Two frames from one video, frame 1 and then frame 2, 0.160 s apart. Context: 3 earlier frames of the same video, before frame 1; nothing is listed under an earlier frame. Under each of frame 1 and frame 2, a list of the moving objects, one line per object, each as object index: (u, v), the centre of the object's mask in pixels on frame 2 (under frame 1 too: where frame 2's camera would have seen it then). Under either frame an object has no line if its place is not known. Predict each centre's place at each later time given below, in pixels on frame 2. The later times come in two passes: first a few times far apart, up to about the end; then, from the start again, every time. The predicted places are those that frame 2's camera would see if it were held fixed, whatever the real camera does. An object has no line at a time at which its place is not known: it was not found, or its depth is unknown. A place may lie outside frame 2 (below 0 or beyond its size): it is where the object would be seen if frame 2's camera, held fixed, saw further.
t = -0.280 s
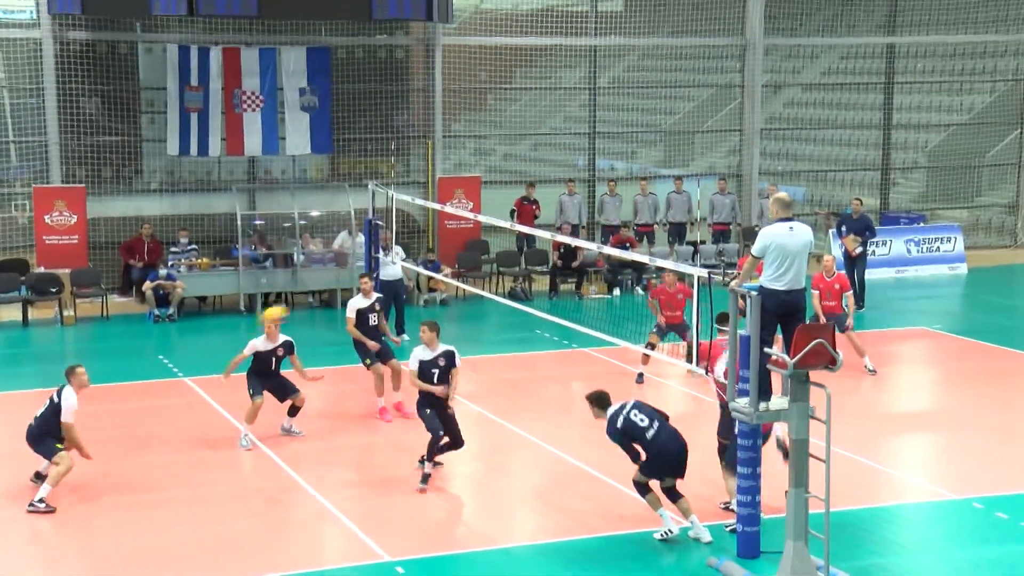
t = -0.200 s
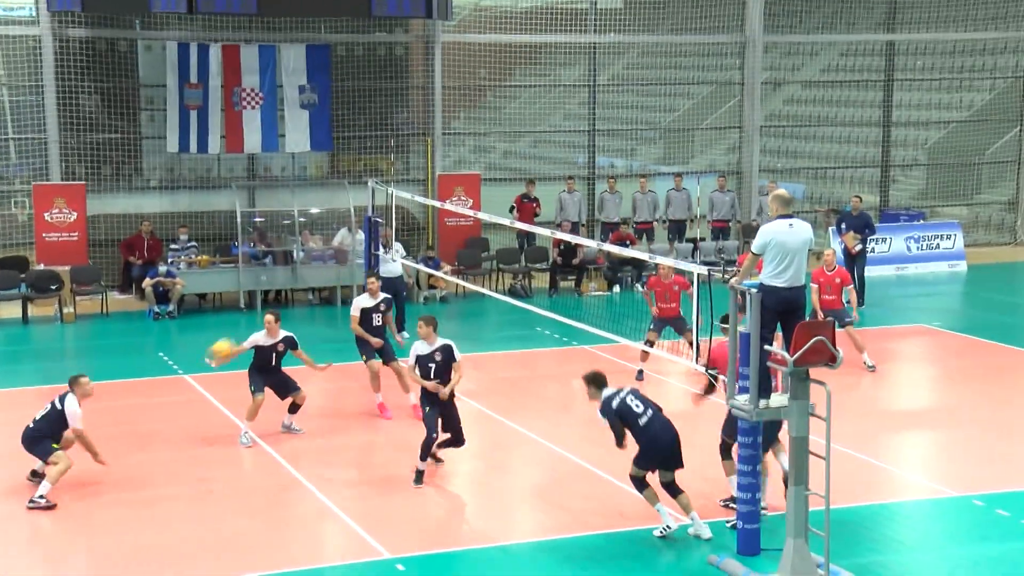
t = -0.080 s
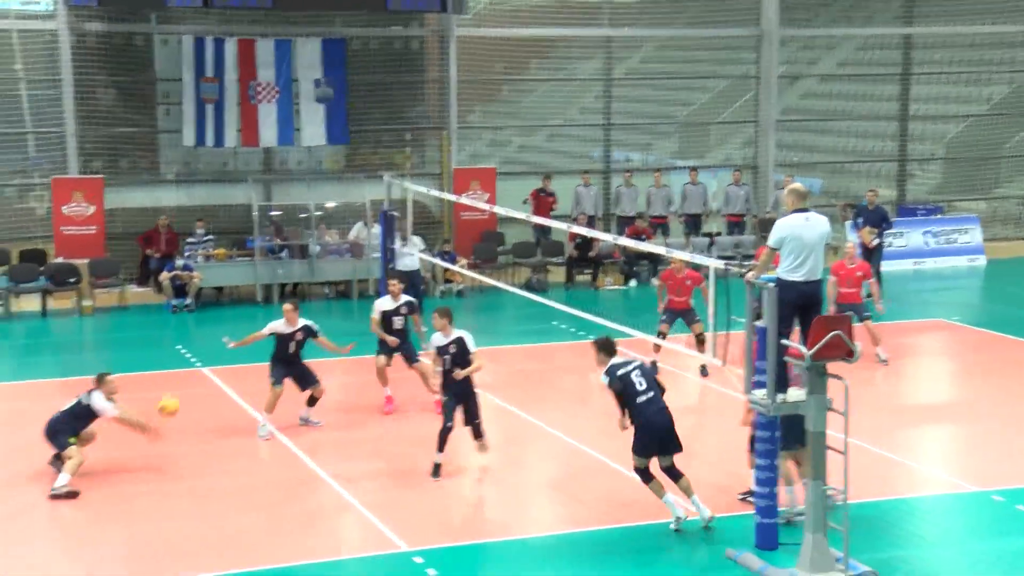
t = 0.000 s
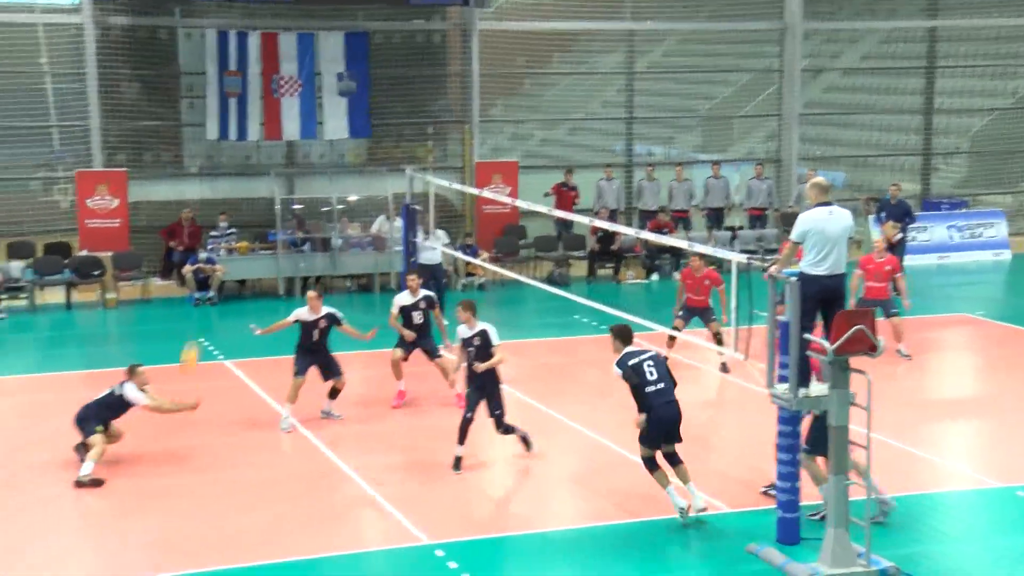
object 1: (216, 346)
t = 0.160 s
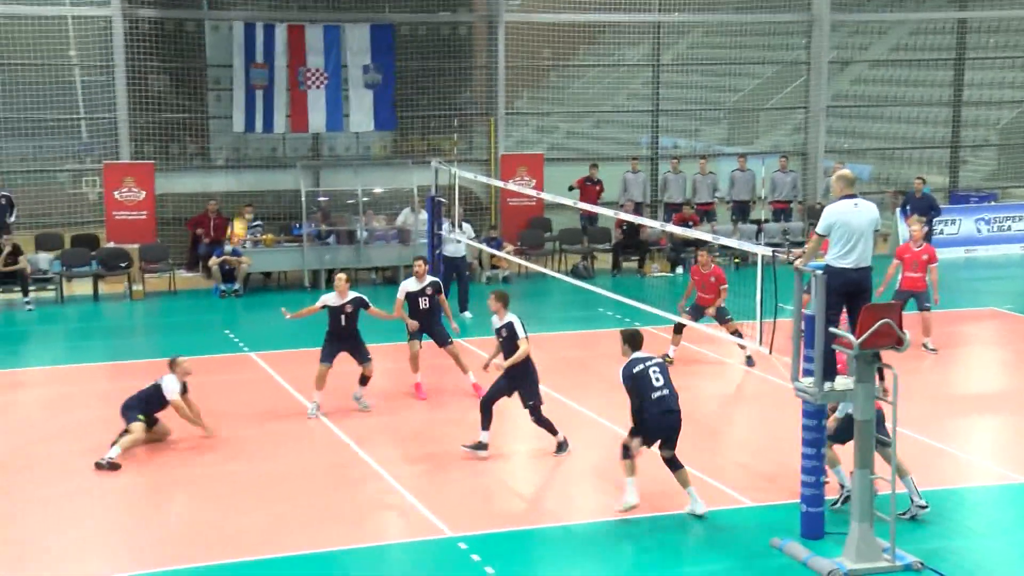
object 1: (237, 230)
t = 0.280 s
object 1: (251, 159)
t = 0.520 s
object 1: (279, 58)
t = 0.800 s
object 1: (308, 7)
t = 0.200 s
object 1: (242, 206)
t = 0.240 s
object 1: (247, 183)
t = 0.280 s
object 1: (251, 159)
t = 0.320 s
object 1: (256, 139)
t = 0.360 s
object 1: (261, 120)
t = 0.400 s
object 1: (265, 102)
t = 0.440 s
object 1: (270, 86)
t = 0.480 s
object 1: (274, 70)
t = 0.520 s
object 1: (279, 58)
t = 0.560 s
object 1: (283, 46)
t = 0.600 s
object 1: (288, 36)
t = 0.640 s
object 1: (291, 28)
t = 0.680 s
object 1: (295, 21)
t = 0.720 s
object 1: (300, 15)
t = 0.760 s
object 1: (305, 10)
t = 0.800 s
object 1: (308, 7)
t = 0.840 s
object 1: (312, 6)
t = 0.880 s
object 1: (316, 6)
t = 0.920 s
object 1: (320, 6)
